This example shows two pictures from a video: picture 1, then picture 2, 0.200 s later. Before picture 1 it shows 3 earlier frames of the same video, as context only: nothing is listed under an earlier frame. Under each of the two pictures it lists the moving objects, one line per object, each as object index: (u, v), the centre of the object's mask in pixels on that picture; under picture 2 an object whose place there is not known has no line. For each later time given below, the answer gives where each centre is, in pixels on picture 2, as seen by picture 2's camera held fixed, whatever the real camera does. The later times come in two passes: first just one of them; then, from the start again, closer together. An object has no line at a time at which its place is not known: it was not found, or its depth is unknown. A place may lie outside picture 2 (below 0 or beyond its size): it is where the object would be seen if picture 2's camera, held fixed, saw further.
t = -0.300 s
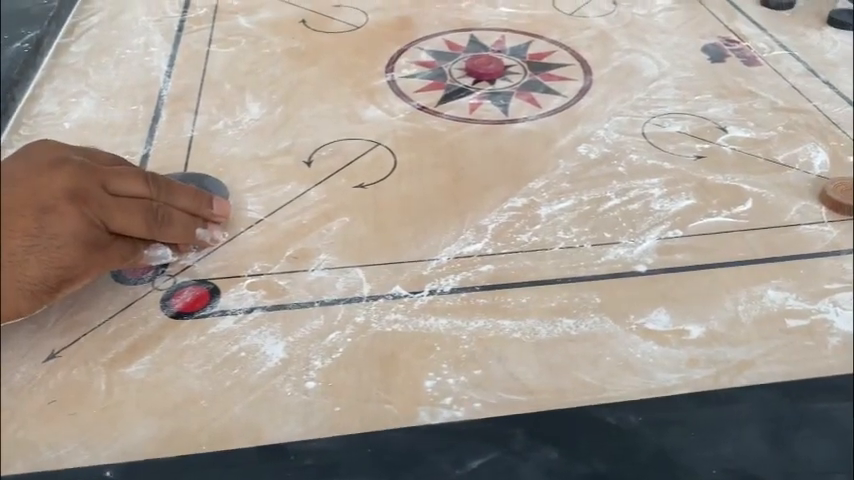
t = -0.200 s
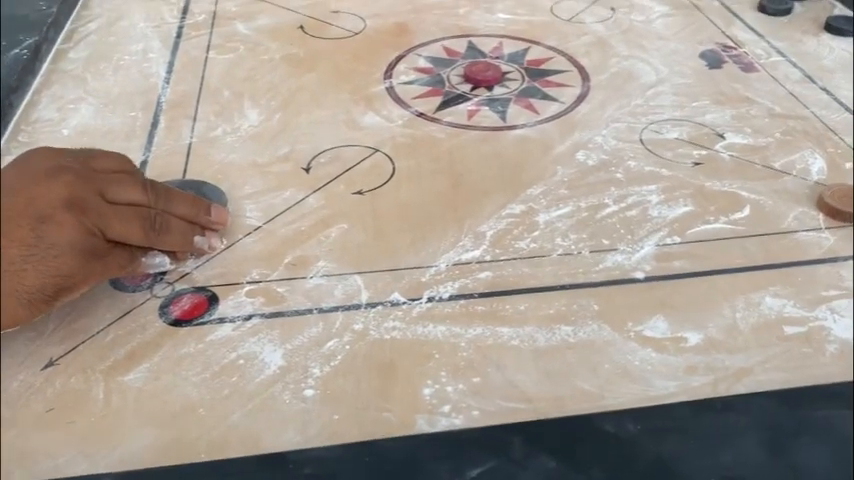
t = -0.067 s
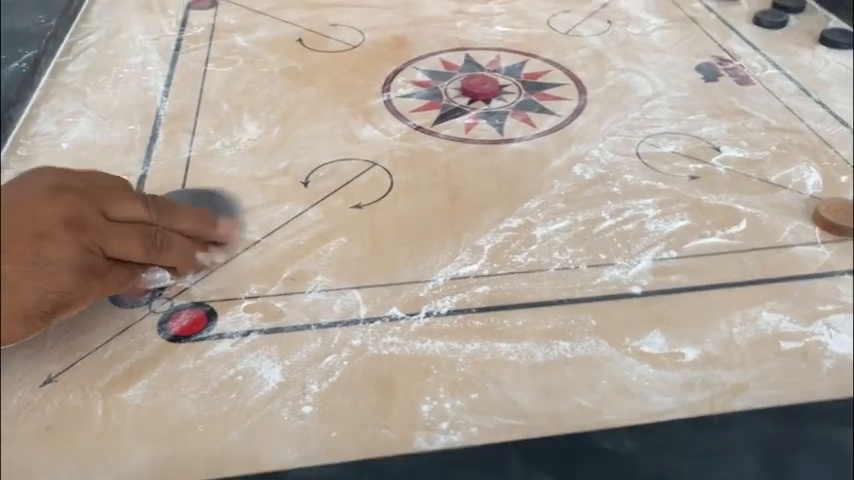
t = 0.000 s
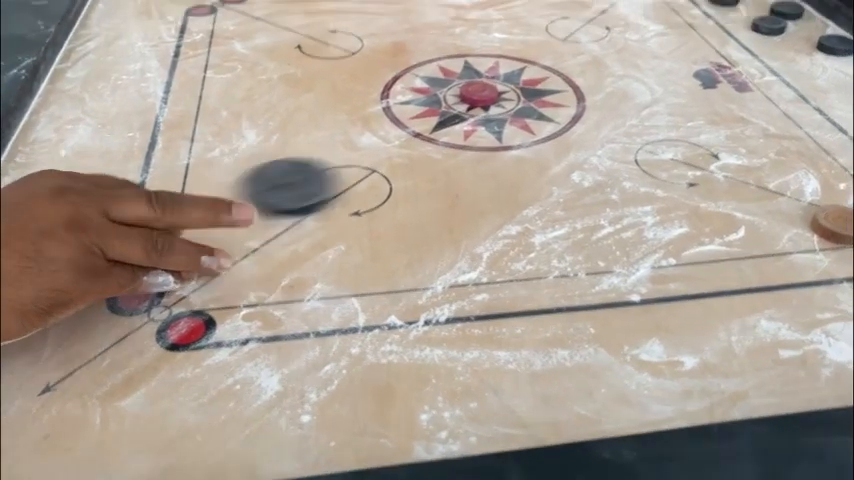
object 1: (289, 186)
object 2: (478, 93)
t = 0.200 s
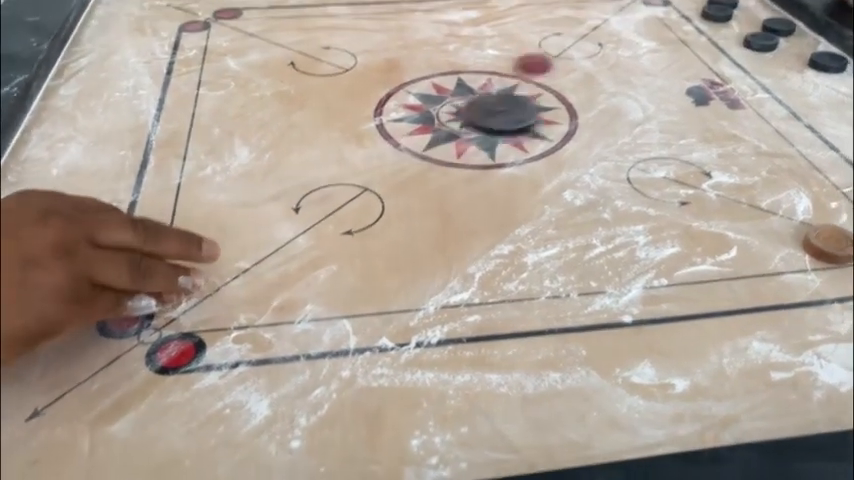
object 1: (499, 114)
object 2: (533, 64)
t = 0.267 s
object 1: (544, 96)
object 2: (580, 27)
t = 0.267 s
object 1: (544, 96)
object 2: (580, 27)
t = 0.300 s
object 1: (568, 87)
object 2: (598, 11)
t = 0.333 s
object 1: (588, 80)
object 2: (616, -3)
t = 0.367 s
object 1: (606, 72)
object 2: (631, -11)
